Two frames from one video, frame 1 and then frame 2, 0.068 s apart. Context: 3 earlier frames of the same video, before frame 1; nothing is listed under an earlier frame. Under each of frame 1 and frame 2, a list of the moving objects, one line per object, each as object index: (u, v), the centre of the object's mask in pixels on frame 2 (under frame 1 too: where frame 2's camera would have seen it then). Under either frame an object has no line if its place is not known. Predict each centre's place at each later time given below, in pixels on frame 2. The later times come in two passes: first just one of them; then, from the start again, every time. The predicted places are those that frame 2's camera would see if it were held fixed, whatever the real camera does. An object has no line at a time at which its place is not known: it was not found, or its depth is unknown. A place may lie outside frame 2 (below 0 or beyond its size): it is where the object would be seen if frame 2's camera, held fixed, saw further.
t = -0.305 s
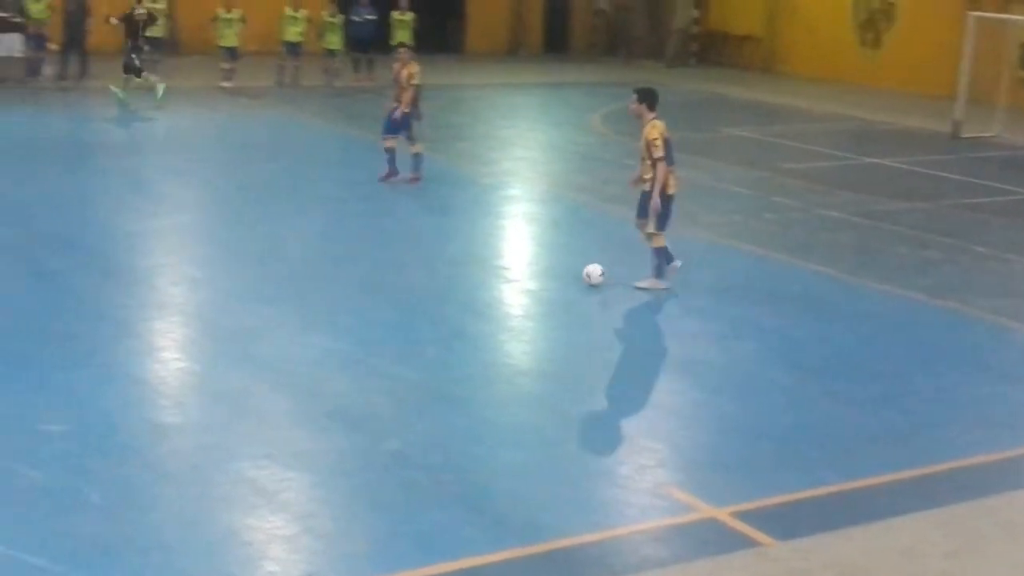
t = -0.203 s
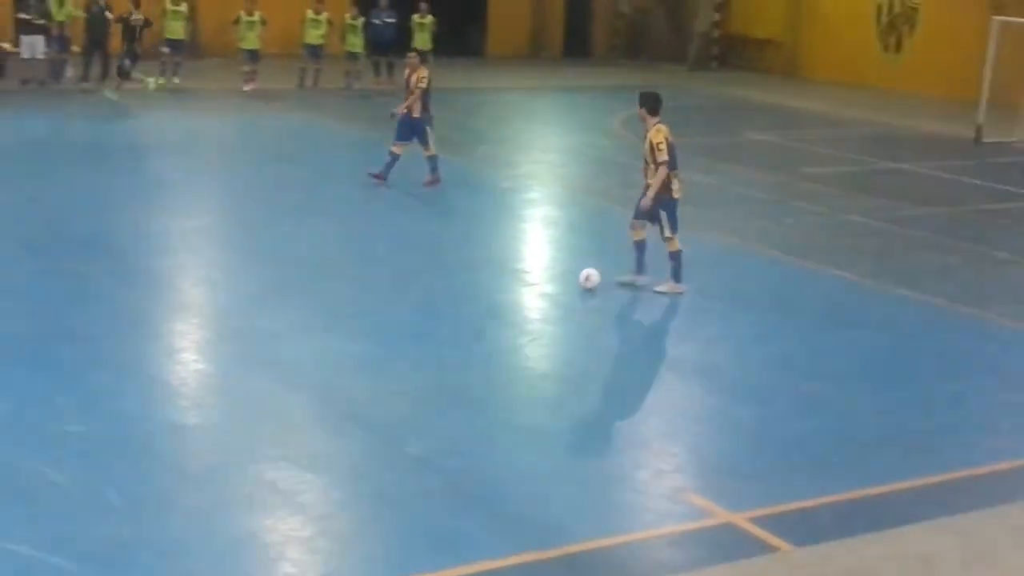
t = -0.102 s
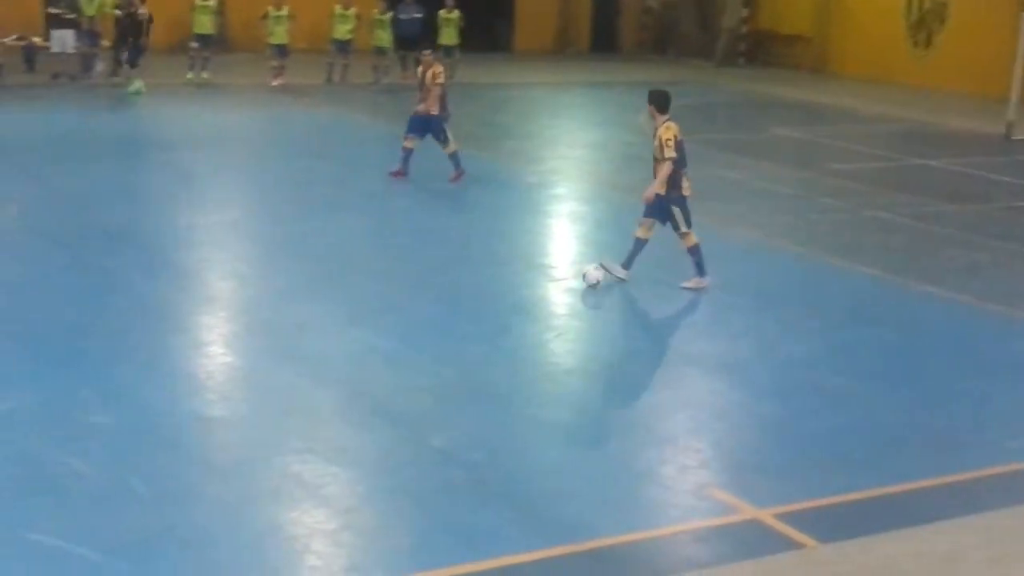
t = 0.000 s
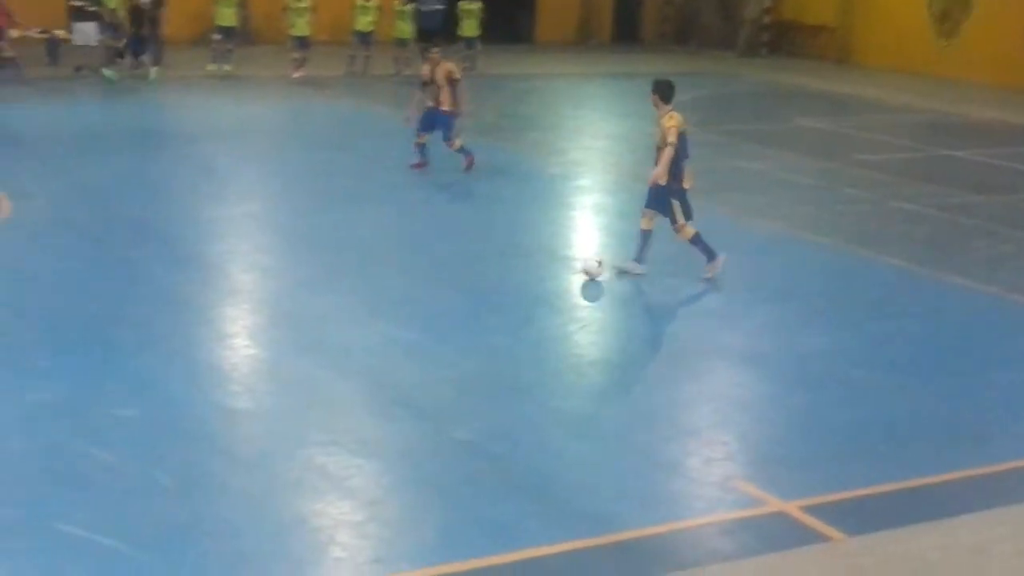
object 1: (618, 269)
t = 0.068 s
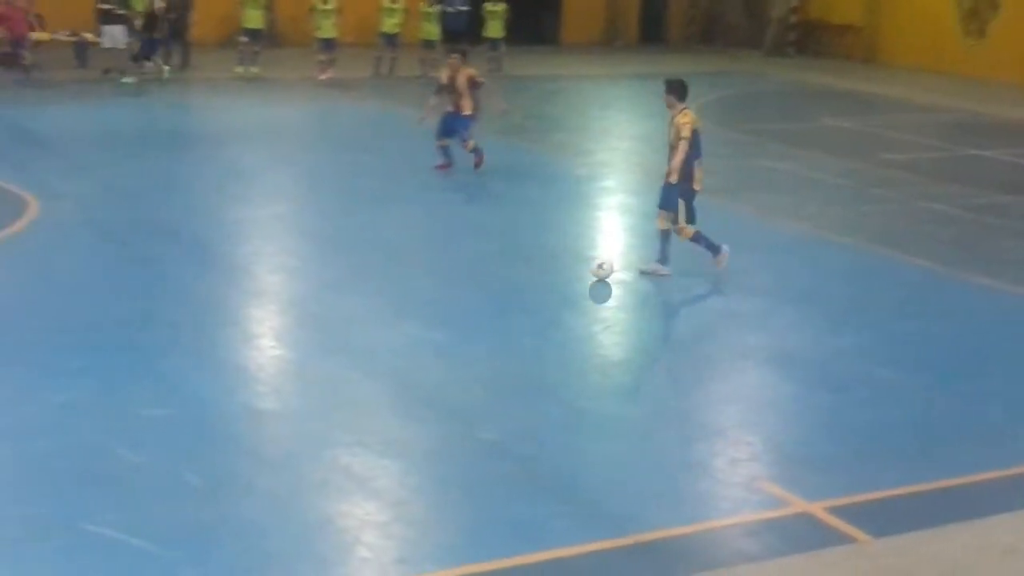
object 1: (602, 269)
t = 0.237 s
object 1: (563, 268)
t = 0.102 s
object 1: (595, 268)
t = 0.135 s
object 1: (588, 267)
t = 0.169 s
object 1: (578, 267)
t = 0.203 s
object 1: (571, 268)
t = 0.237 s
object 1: (563, 268)
